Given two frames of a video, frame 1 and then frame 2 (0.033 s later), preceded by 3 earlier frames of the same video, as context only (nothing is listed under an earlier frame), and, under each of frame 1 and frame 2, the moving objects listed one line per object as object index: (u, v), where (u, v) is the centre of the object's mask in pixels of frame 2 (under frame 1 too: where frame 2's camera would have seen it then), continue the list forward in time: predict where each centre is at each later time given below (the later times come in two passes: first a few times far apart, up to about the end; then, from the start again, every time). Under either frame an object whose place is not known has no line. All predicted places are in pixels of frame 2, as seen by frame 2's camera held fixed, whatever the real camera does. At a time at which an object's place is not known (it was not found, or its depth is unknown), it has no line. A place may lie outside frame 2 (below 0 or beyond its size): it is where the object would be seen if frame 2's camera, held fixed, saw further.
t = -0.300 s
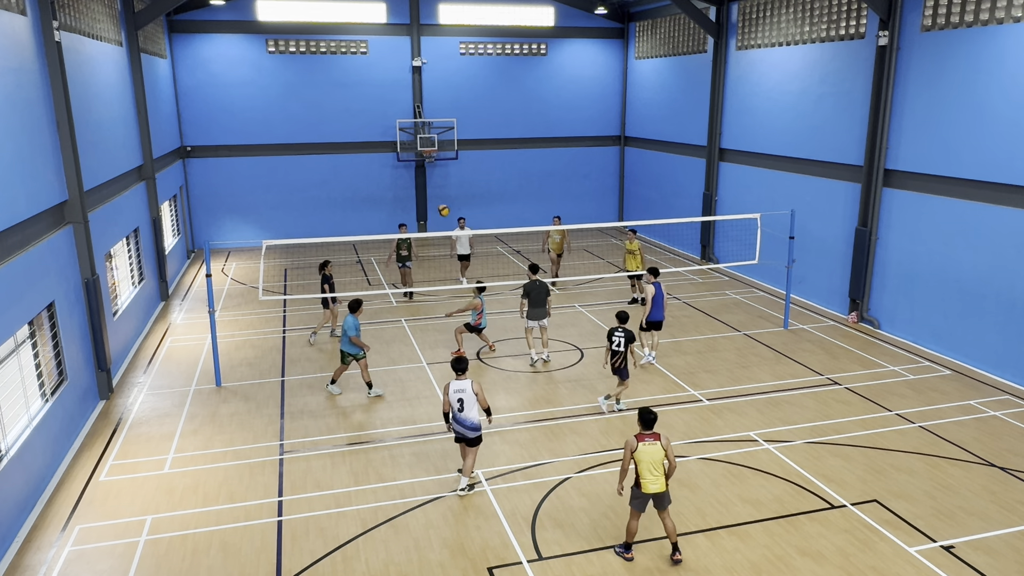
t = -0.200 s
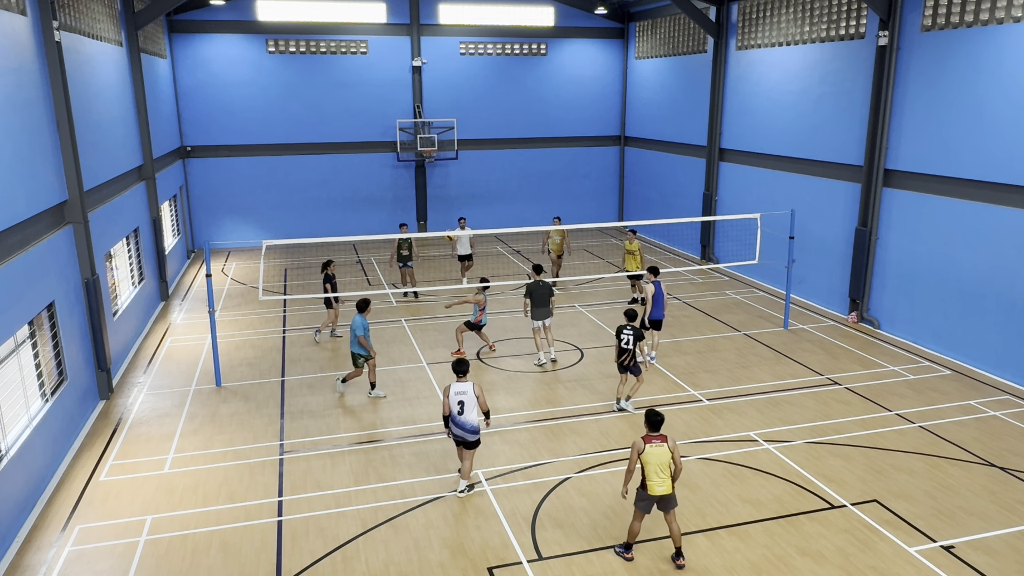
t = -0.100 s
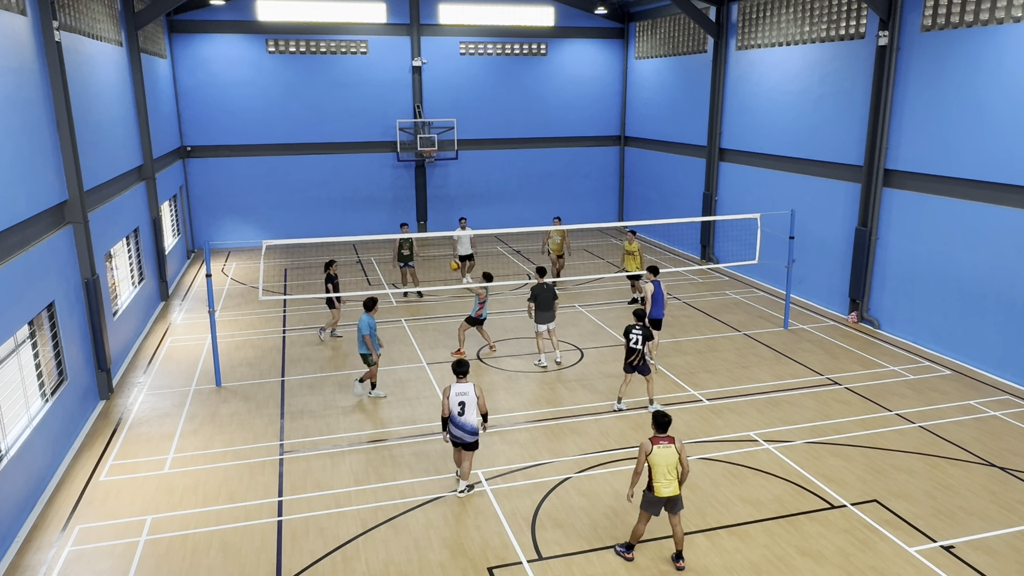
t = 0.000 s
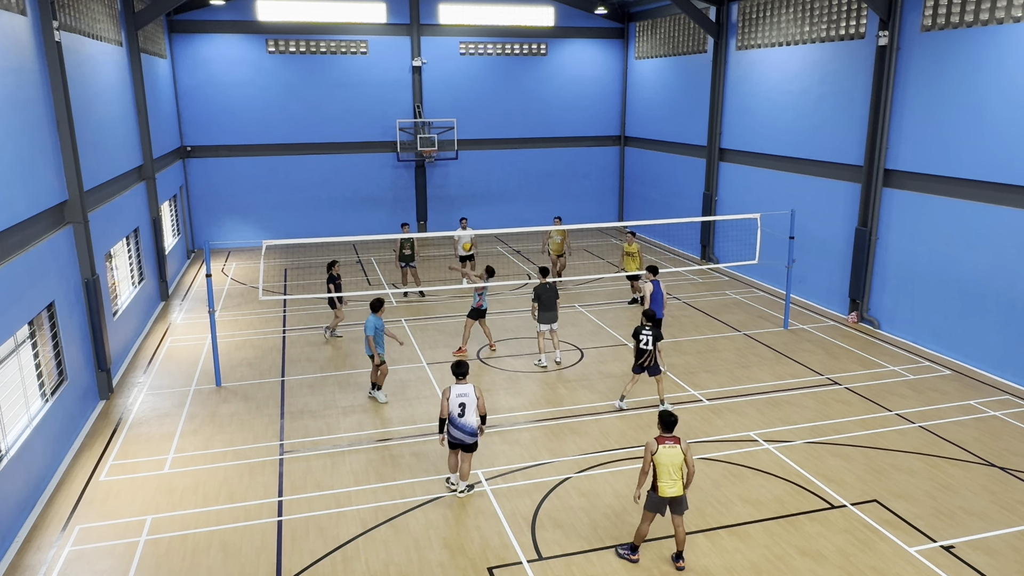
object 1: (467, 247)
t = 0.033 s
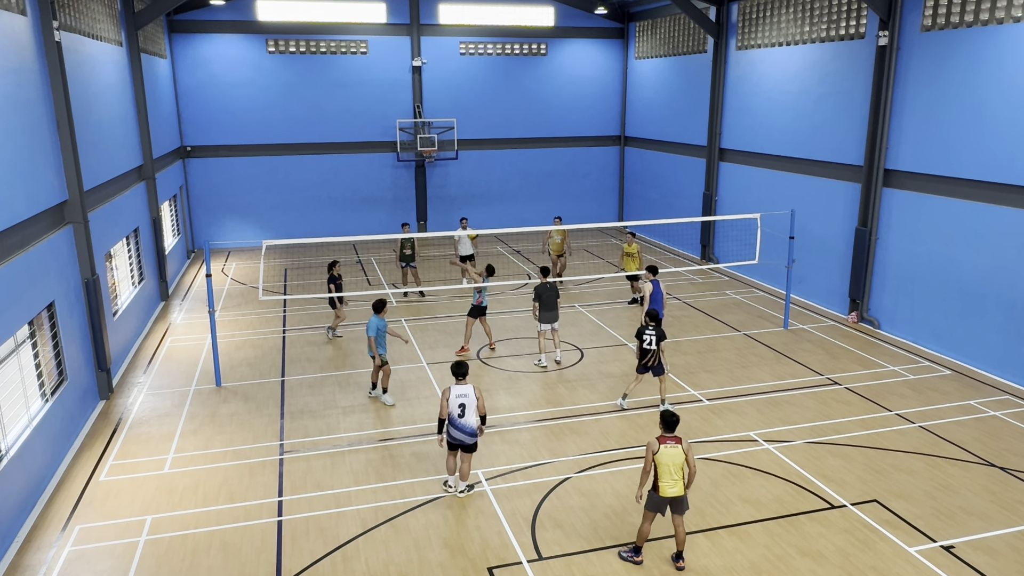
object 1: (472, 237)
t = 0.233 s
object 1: (503, 173)
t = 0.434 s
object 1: (534, 134)
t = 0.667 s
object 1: (568, 118)
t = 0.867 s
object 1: (597, 127)
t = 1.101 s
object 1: (627, 163)
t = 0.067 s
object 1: (478, 223)
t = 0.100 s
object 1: (483, 212)
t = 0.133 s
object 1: (488, 201)
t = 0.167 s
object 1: (493, 191)
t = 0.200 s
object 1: (498, 182)
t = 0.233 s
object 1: (503, 173)
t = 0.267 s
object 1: (508, 165)
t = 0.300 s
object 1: (513, 158)
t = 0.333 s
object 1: (518, 151)
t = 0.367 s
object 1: (523, 145)
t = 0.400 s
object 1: (529, 139)
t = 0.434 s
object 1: (534, 134)
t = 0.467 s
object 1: (539, 130)
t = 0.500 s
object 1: (544, 127)
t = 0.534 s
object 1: (549, 124)
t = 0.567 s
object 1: (554, 121)
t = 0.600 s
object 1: (559, 119)
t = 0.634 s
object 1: (564, 118)
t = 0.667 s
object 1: (568, 118)
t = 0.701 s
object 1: (573, 118)
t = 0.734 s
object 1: (578, 118)
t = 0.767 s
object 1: (583, 120)
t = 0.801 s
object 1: (587, 121)
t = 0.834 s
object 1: (592, 124)
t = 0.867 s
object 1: (597, 127)
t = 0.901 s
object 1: (601, 130)
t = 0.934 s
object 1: (606, 134)
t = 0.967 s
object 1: (610, 139)
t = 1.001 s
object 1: (615, 143)
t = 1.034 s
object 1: (618, 150)
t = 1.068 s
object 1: (623, 156)
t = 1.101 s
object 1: (627, 163)
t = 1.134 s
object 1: (630, 170)
